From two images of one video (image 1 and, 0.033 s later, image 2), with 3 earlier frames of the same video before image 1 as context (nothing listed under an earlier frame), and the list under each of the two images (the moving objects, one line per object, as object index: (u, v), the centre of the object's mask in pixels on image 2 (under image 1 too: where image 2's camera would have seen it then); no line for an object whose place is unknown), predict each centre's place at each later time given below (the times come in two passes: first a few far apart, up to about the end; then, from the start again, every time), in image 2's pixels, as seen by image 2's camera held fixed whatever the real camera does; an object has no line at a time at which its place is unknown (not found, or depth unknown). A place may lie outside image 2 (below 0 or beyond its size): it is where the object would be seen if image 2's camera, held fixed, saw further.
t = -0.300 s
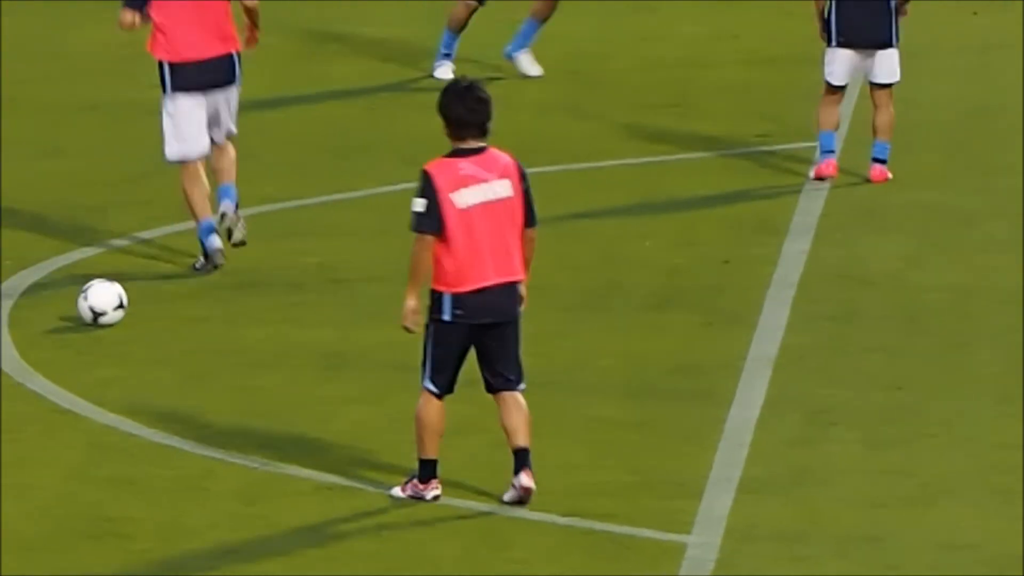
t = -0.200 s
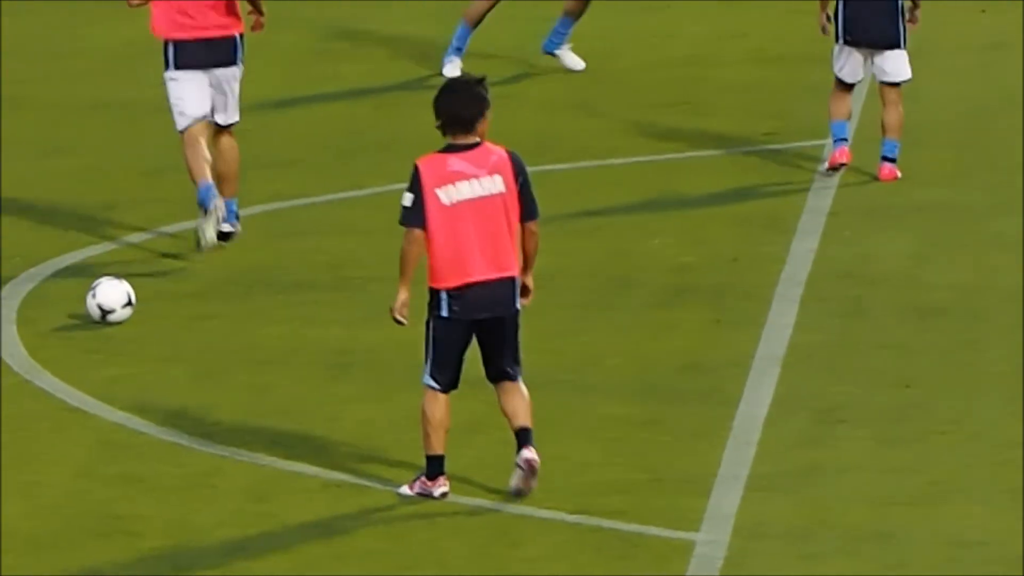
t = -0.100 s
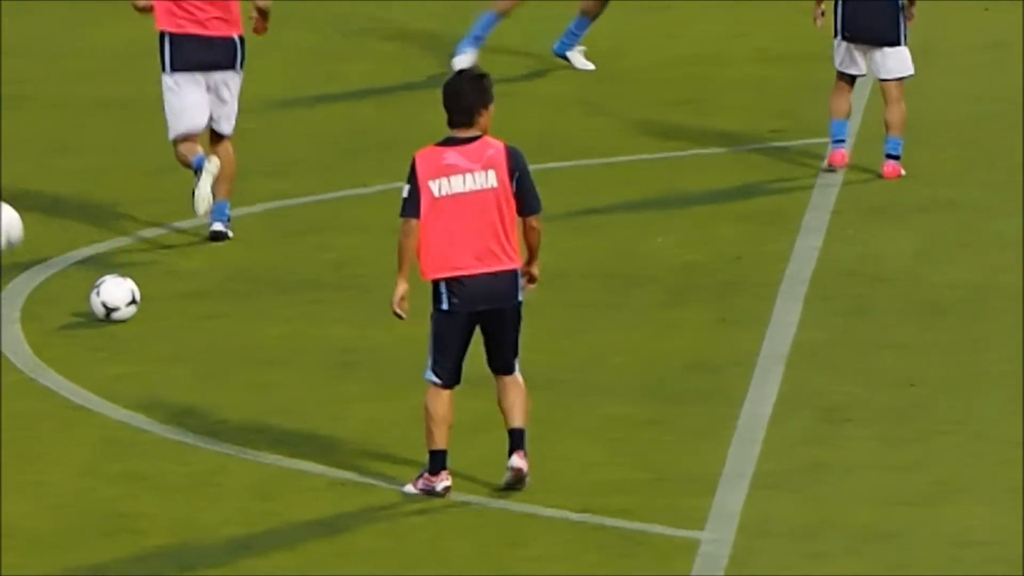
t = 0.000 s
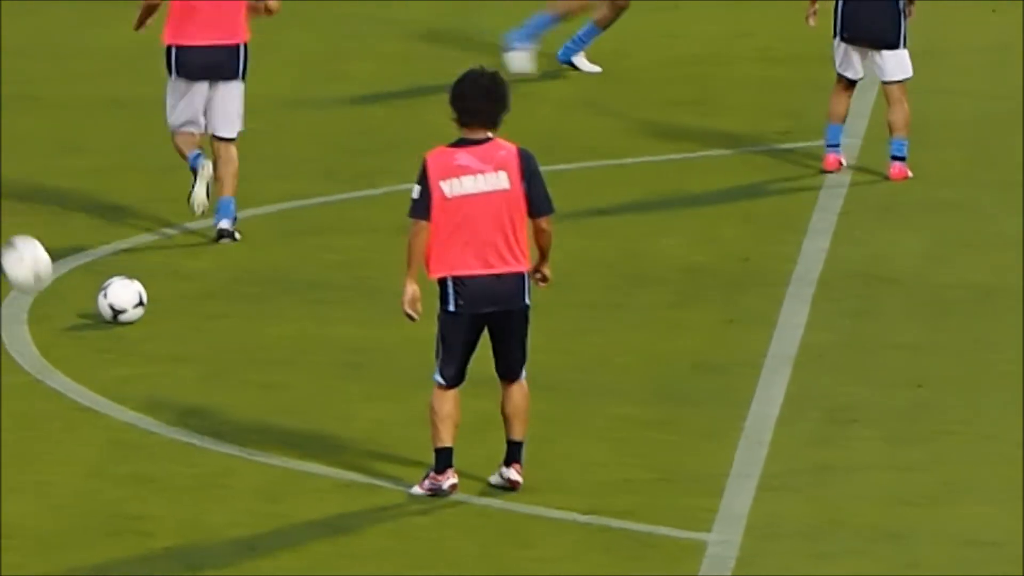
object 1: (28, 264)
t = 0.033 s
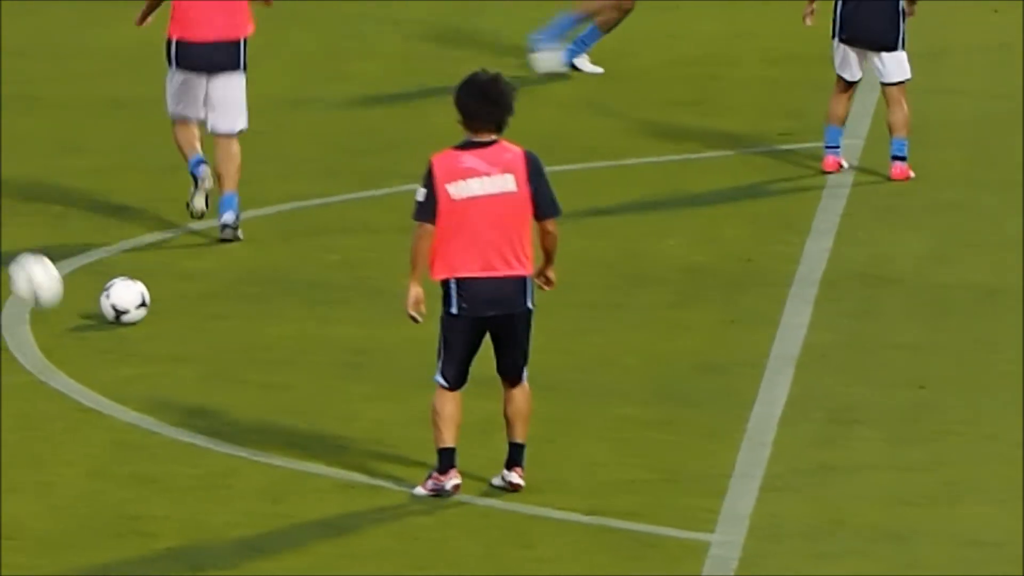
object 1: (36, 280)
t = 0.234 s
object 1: (88, 317)
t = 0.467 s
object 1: (163, 323)
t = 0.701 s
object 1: (236, 360)
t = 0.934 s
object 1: (308, 395)
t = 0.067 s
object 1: (44, 299)
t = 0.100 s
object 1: (51, 322)
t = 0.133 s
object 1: (57, 343)
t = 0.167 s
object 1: (68, 337)
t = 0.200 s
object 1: (78, 325)
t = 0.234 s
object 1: (88, 317)
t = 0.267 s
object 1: (97, 312)
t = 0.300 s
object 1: (105, 309)
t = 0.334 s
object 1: (121, 304)
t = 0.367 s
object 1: (133, 308)
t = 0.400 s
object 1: (143, 311)
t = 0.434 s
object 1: (153, 315)
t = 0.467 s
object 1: (163, 323)
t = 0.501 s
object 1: (173, 333)
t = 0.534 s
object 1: (183, 345)
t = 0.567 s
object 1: (194, 361)
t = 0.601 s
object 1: (204, 374)
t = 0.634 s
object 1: (215, 368)
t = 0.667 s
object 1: (226, 363)
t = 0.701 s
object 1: (236, 360)
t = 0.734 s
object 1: (247, 359)
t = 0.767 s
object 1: (256, 360)
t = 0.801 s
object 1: (266, 364)
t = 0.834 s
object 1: (277, 372)
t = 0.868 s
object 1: (288, 380)
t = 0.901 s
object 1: (298, 391)
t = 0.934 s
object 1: (308, 395)
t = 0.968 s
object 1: (317, 392)
